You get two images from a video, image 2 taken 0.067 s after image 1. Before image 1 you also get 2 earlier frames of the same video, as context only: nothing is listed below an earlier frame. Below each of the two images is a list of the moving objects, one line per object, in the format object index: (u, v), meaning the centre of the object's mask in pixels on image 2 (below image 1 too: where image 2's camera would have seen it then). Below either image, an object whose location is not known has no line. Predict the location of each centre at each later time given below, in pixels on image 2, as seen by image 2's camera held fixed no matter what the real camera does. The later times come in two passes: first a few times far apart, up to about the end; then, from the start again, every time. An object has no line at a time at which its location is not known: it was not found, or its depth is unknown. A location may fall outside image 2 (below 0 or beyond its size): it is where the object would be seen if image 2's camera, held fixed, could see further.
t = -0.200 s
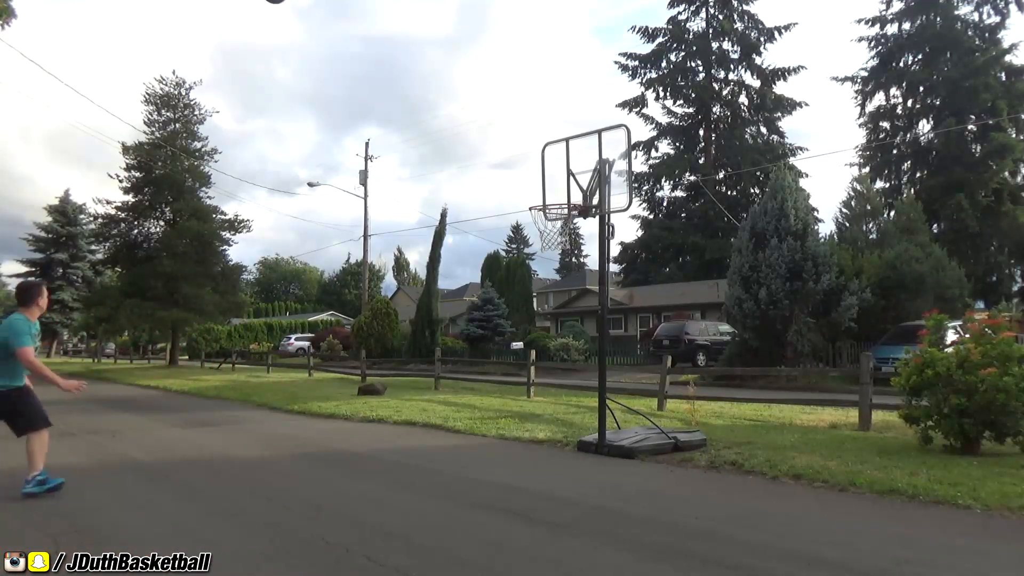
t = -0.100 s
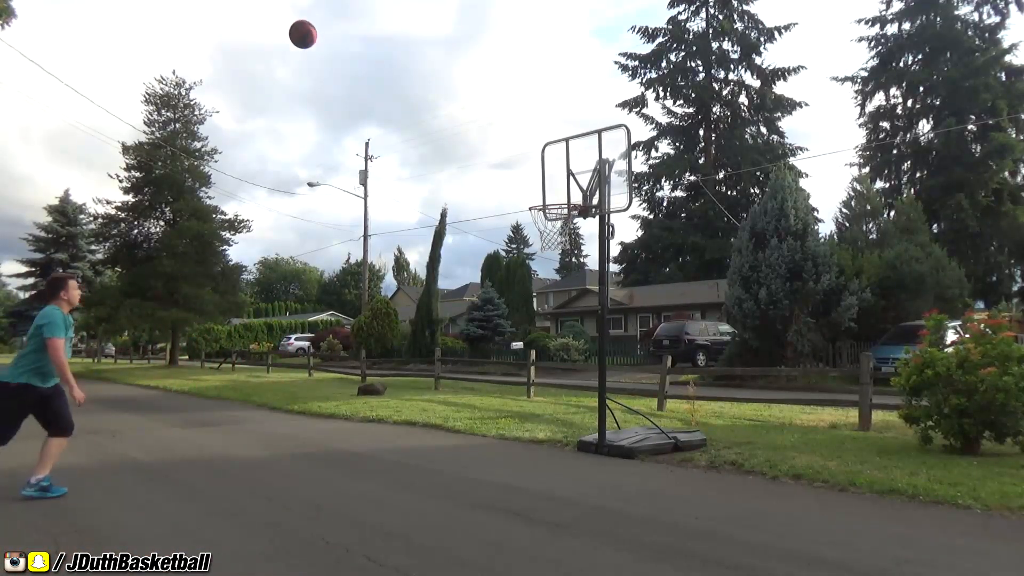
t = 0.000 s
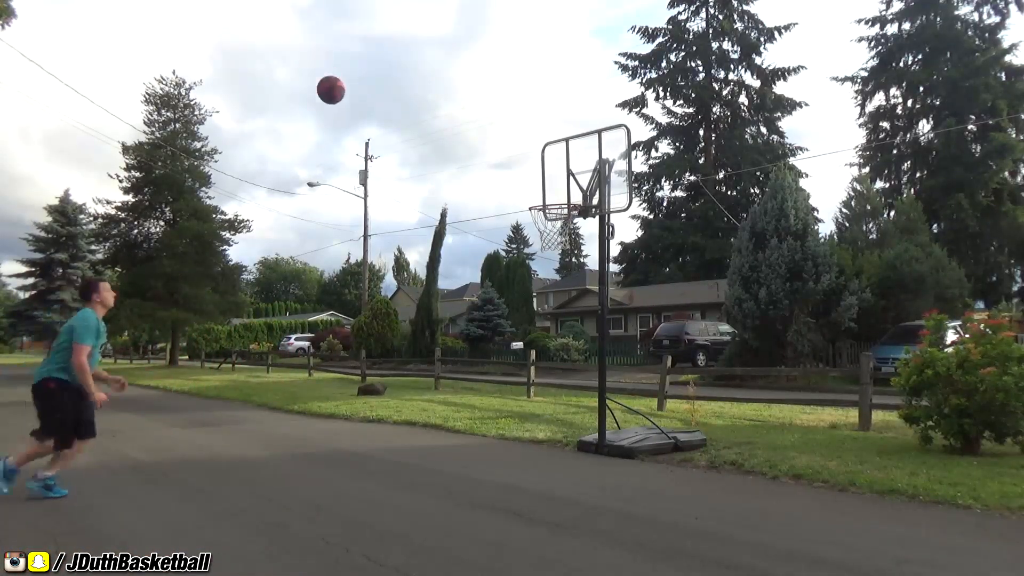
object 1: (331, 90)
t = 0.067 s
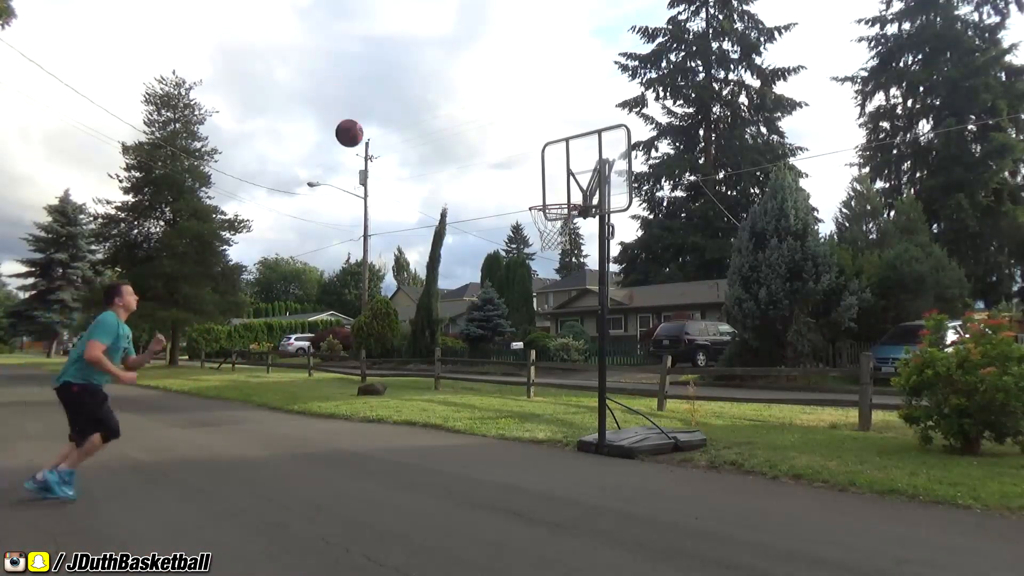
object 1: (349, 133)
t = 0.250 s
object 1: (398, 278)
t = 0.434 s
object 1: (446, 457)
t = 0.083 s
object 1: (354, 145)
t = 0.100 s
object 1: (358, 157)
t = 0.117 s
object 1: (363, 169)
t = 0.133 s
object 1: (367, 181)
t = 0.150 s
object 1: (372, 194)
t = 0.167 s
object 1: (376, 208)
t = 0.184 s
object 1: (381, 221)
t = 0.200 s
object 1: (386, 235)
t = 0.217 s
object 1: (390, 249)
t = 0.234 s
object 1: (395, 264)
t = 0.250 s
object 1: (398, 278)
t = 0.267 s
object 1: (403, 294)
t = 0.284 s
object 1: (408, 310)
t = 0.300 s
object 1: (413, 324)
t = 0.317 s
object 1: (417, 339)
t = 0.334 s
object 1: (421, 357)
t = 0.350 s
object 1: (425, 374)
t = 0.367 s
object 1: (430, 392)
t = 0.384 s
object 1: (435, 409)
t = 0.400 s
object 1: (439, 427)
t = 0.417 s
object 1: (443, 445)
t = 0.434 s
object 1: (446, 457)
